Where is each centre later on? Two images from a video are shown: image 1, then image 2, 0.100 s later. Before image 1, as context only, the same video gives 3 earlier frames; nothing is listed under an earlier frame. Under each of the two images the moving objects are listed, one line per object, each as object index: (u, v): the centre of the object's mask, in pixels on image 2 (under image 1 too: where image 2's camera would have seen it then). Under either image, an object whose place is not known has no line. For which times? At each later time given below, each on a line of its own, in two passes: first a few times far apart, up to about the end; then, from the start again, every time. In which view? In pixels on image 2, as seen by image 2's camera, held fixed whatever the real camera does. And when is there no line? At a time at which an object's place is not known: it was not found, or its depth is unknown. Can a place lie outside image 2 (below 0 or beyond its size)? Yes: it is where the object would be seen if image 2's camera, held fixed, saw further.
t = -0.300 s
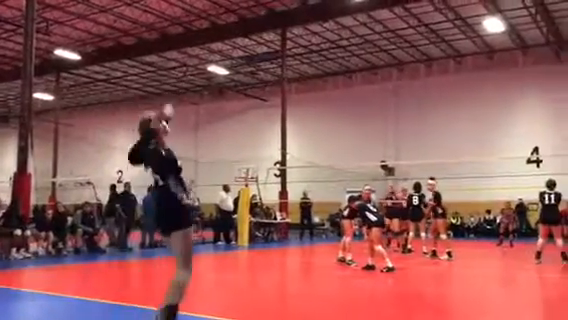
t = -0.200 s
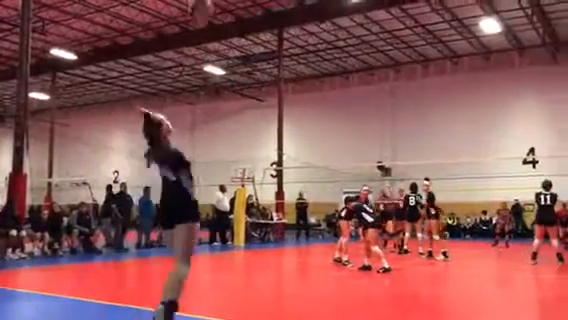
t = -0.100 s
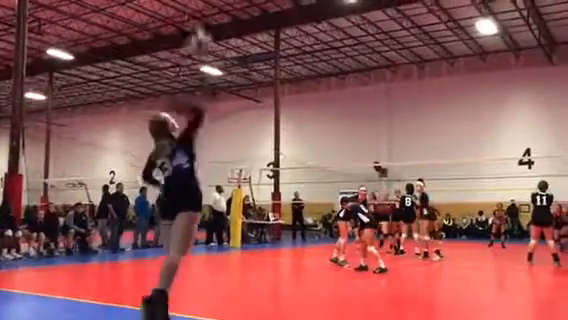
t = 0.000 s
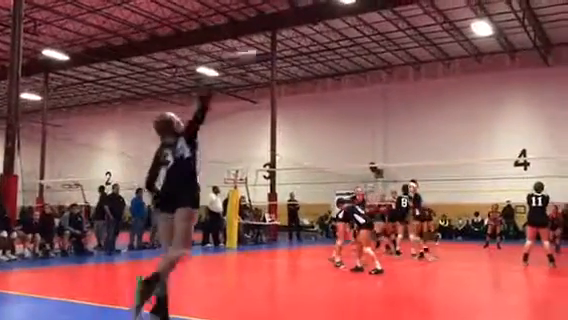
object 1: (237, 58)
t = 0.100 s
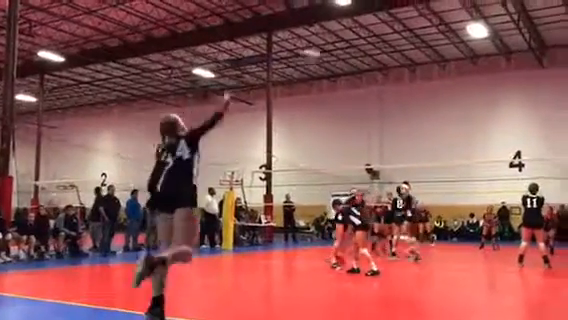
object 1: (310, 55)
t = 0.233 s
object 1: (368, 65)
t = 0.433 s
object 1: (423, 94)
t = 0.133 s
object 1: (329, 56)
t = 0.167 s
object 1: (344, 58)
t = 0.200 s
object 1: (357, 61)
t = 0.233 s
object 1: (368, 65)
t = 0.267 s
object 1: (380, 69)
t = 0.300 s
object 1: (390, 74)
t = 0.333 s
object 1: (400, 78)
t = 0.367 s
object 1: (409, 84)
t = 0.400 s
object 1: (416, 89)
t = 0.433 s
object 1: (423, 94)
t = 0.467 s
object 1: (431, 99)
